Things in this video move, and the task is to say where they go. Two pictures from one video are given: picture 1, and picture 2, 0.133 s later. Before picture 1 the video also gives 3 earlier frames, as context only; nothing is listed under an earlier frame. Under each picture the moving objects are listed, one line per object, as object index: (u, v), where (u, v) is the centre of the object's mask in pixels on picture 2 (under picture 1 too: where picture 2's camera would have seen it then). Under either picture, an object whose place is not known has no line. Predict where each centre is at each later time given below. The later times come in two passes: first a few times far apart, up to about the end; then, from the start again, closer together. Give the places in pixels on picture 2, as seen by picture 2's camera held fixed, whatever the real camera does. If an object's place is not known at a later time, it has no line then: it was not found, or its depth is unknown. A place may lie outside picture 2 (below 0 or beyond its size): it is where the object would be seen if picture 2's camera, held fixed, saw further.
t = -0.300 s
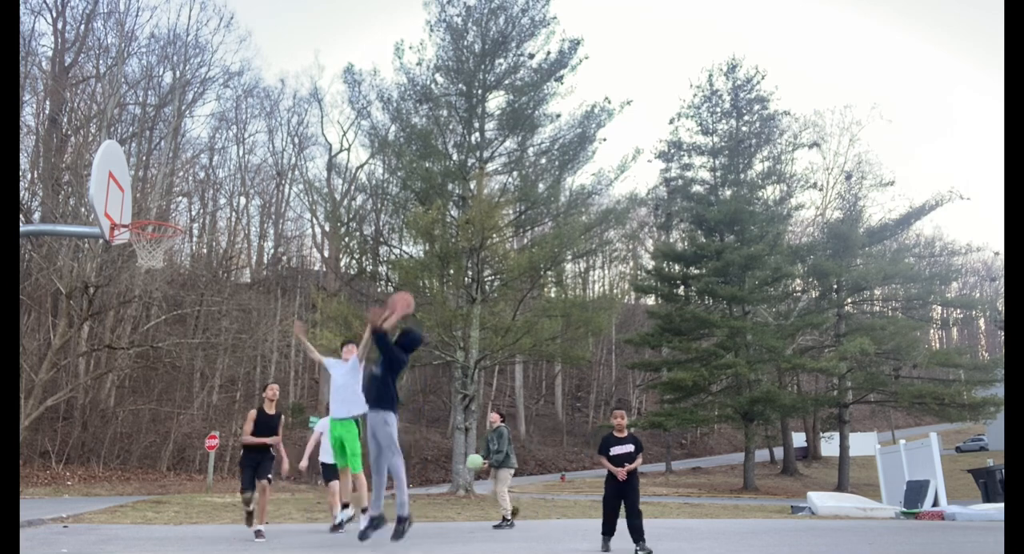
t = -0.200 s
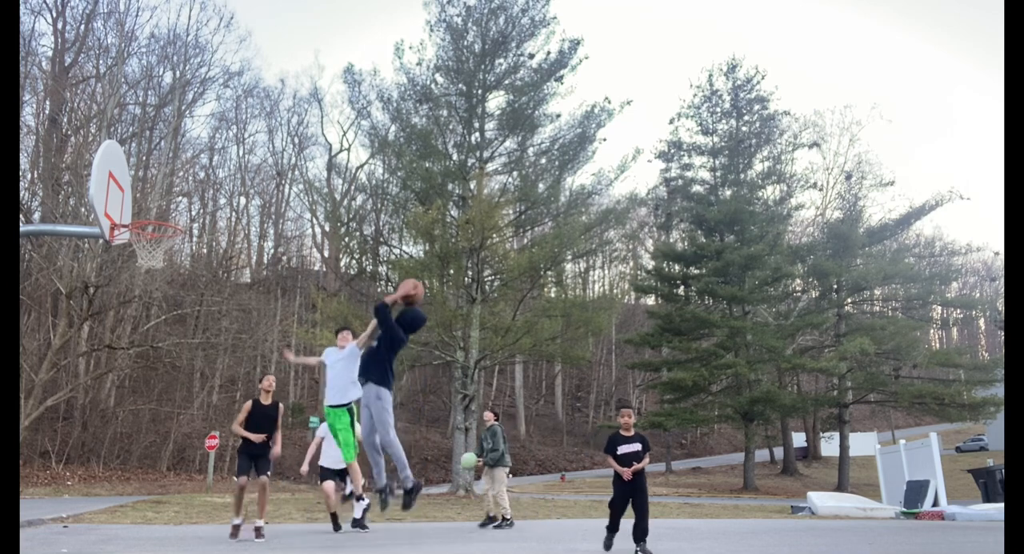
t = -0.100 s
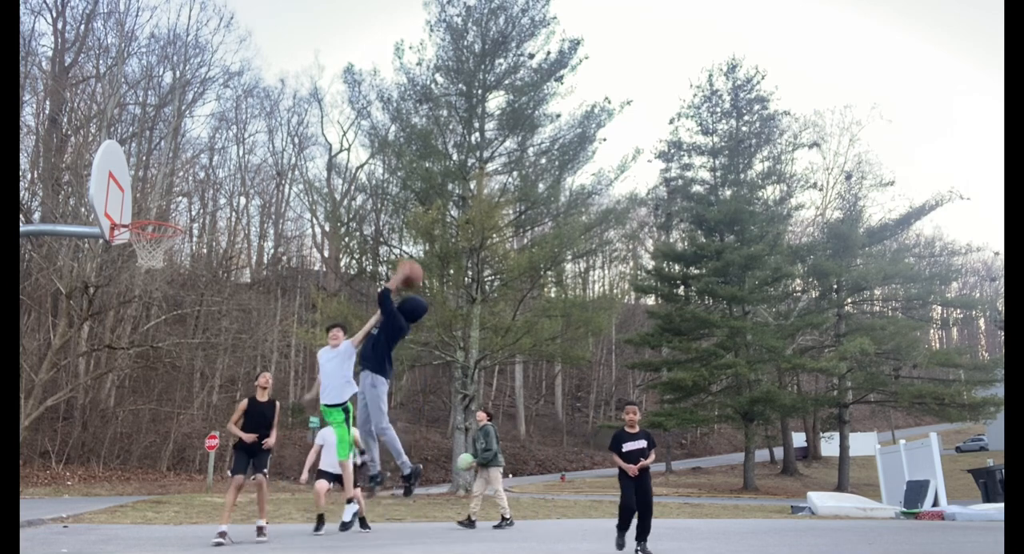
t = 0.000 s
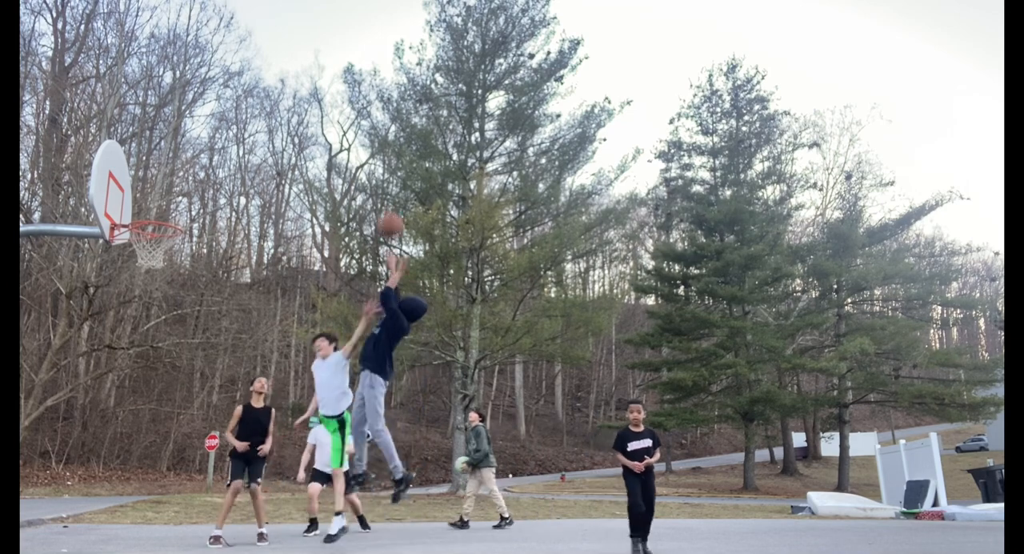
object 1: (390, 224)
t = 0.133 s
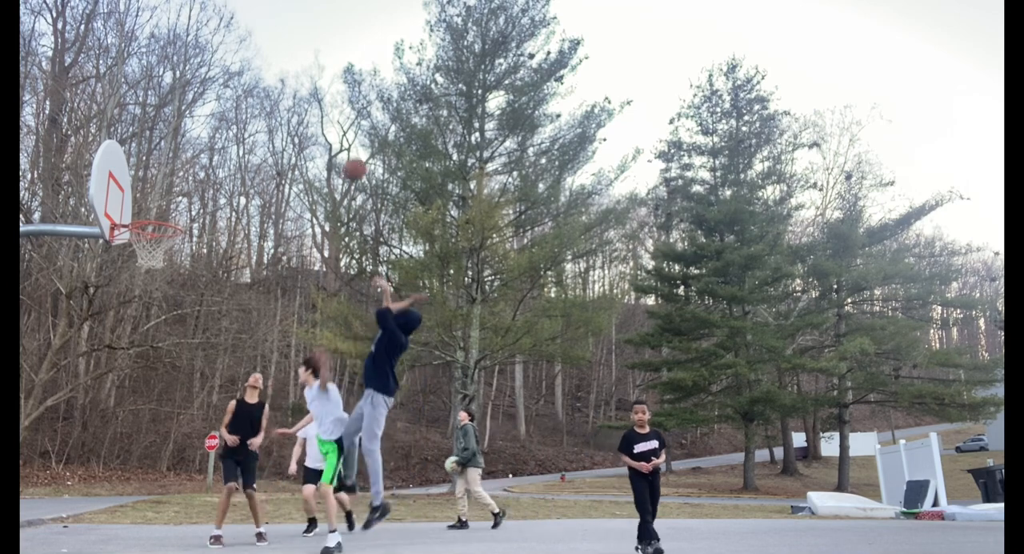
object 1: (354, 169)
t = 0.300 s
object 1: (311, 125)
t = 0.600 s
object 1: (232, 112)
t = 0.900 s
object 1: (144, 183)
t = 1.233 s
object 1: (34, 371)
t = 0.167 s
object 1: (346, 157)
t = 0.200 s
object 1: (337, 148)
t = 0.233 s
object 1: (328, 139)
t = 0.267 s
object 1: (319, 132)
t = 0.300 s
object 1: (311, 125)
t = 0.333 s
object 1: (302, 119)
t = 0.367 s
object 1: (294, 115)
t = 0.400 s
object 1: (285, 112)
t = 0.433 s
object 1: (276, 110)
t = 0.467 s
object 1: (268, 108)
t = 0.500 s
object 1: (259, 108)
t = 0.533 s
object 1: (249, 108)
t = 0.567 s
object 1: (241, 111)
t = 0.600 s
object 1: (232, 112)
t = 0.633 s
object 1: (223, 116)
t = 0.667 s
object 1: (214, 121)
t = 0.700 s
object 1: (204, 127)
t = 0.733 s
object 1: (194, 134)
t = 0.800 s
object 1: (175, 150)
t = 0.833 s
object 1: (166, 161)
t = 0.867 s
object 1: (154, 170)
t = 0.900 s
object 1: (144, 183)
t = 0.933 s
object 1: (136, 196)
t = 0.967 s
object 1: (125, 211)
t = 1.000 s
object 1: (113, 227)
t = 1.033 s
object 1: (102, 245)
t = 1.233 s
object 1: (34, 371)
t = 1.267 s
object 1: (27, 396)
